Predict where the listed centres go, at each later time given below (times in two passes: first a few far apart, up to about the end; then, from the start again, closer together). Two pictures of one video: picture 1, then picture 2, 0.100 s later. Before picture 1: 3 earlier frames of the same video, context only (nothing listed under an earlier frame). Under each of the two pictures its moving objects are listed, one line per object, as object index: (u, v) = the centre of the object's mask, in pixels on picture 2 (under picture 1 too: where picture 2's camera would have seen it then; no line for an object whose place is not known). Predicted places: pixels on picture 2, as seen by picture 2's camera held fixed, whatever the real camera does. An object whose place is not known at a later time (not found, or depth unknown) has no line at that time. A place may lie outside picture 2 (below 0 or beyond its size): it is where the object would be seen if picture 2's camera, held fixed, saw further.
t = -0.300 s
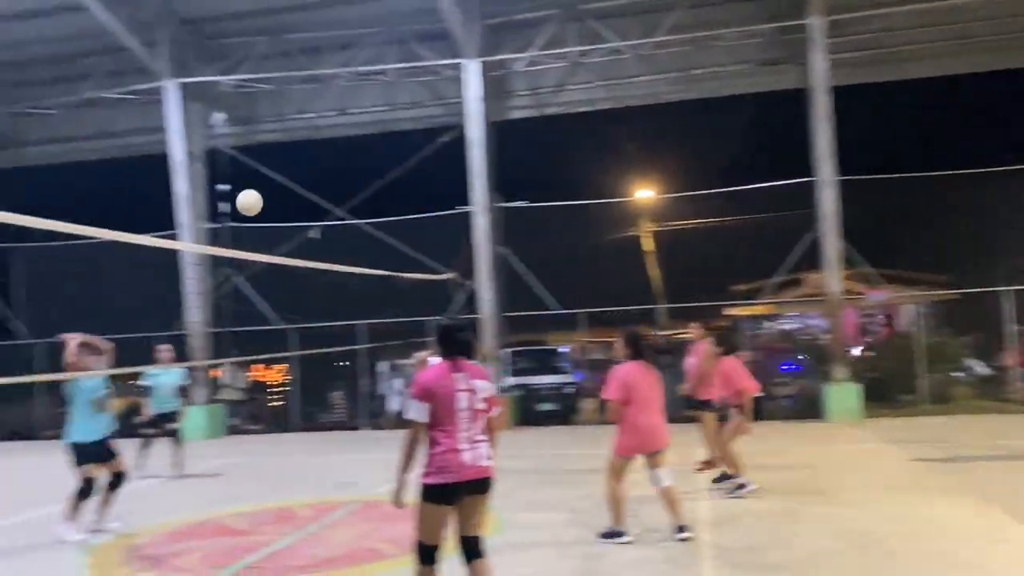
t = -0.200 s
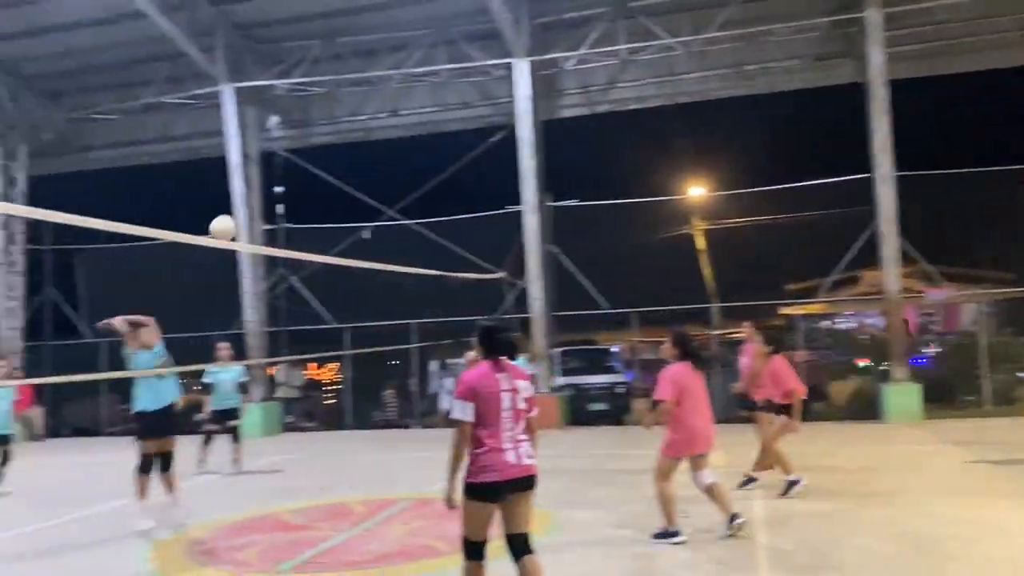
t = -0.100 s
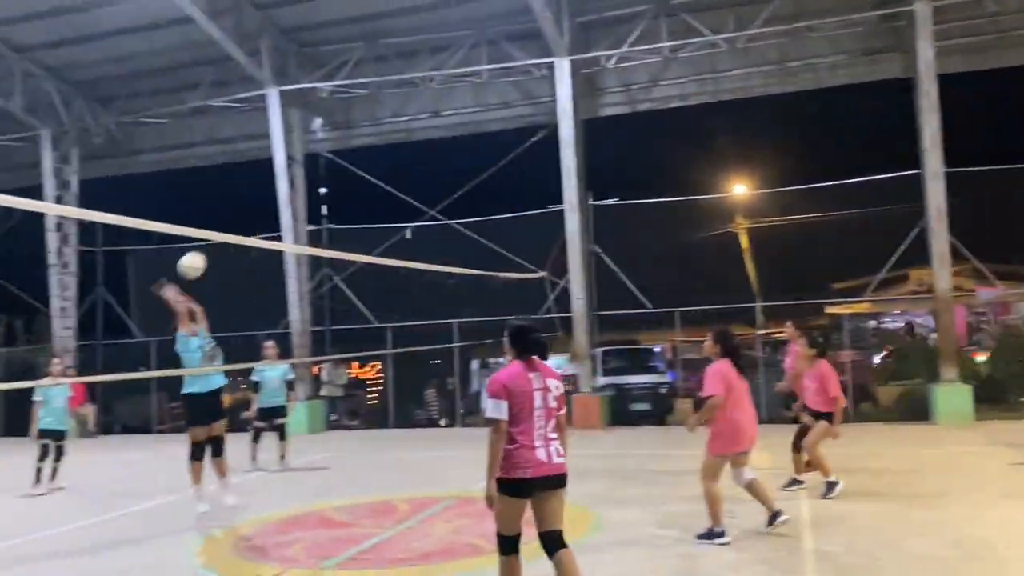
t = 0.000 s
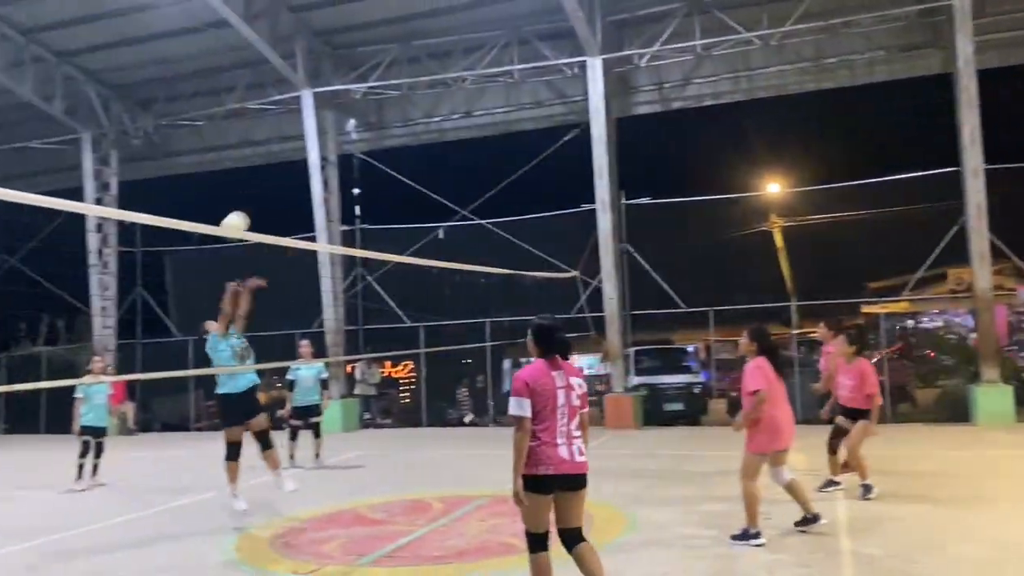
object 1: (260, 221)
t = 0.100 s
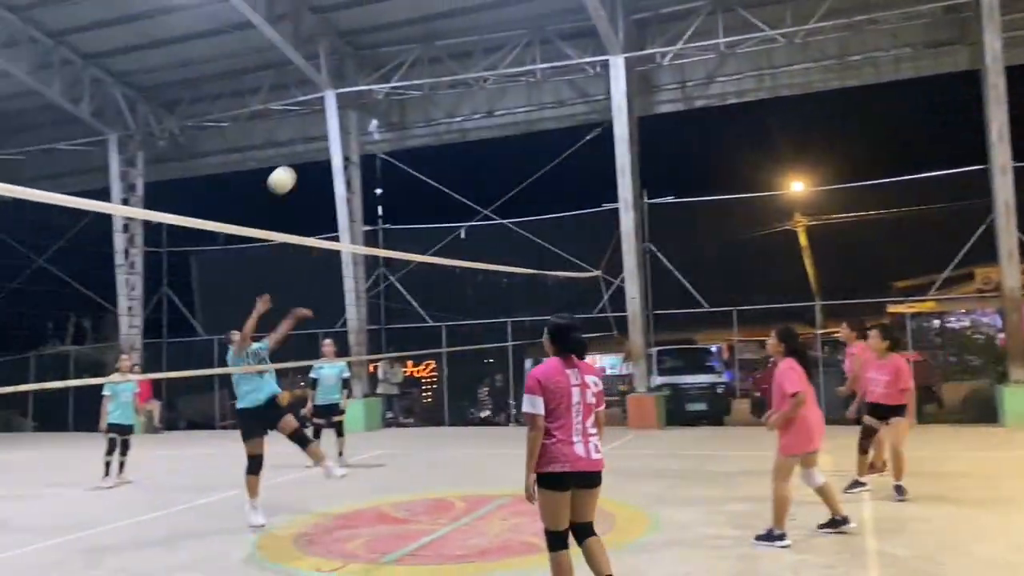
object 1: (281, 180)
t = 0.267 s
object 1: (318, 128)
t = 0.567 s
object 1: (386, 113)
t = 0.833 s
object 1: (448, 179)
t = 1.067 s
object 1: (508, 298)
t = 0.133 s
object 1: (289, 167)
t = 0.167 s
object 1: (296, 156)
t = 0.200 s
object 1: (304, 145)
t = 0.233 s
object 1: (312, 136)
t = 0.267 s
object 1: (318, 128)
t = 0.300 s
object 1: (326, 122)
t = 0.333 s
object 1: (334, 117)
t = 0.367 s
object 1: (343, 112)
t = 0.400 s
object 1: (349, 110)
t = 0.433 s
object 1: (356, 108)
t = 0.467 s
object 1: (363, 107)
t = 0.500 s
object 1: (371, 108)
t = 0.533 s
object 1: (378, 111)
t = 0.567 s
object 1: (386, 113)
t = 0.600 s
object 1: (394, 117)
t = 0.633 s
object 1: (402, 122)
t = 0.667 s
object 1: (409, 128)
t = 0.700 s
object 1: (417, 136)
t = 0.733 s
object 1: (424, 145)
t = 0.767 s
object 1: (433, 155)
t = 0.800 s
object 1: (440, 167)
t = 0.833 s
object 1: (448, 179)
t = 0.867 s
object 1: (457, 193)
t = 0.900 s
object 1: (465, 207)
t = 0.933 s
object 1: (473, 223)
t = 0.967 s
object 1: (482, 240)
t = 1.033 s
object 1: (500, 278)
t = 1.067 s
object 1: (508, 298)
